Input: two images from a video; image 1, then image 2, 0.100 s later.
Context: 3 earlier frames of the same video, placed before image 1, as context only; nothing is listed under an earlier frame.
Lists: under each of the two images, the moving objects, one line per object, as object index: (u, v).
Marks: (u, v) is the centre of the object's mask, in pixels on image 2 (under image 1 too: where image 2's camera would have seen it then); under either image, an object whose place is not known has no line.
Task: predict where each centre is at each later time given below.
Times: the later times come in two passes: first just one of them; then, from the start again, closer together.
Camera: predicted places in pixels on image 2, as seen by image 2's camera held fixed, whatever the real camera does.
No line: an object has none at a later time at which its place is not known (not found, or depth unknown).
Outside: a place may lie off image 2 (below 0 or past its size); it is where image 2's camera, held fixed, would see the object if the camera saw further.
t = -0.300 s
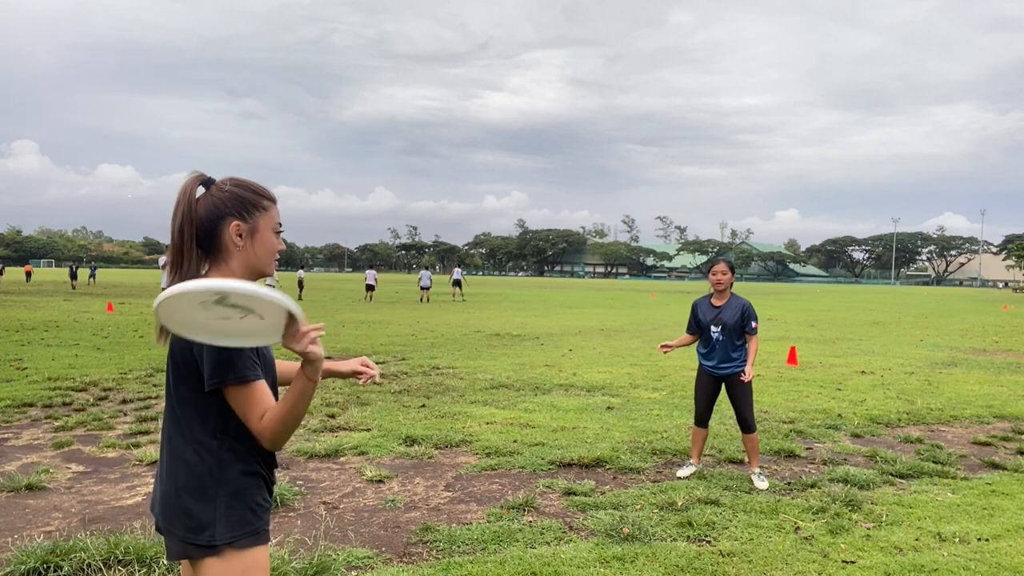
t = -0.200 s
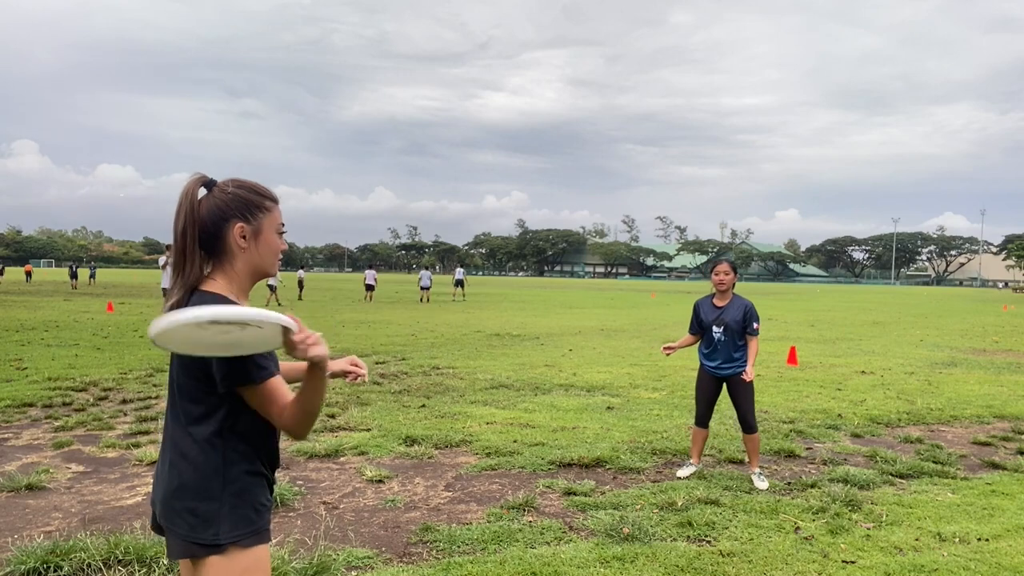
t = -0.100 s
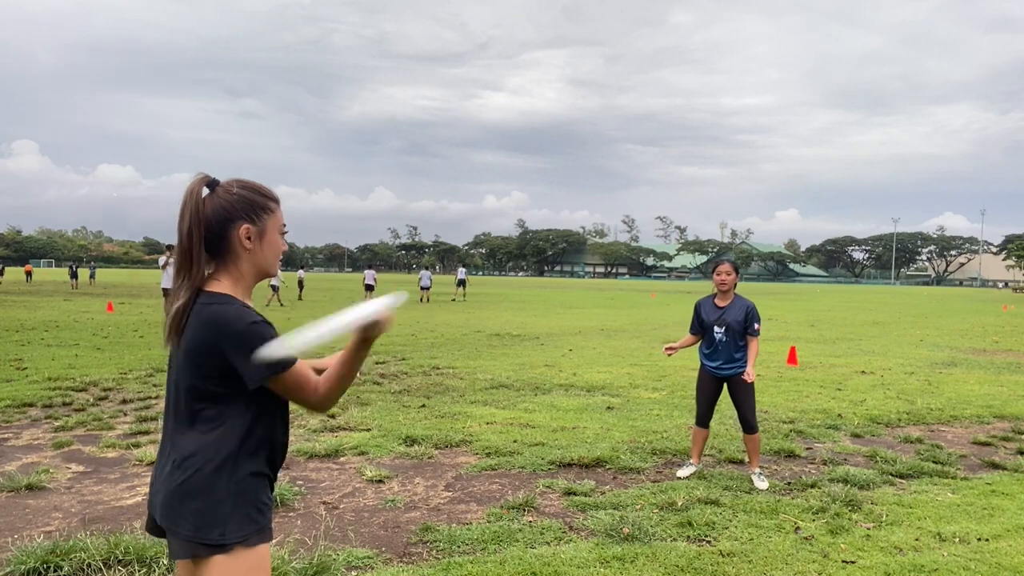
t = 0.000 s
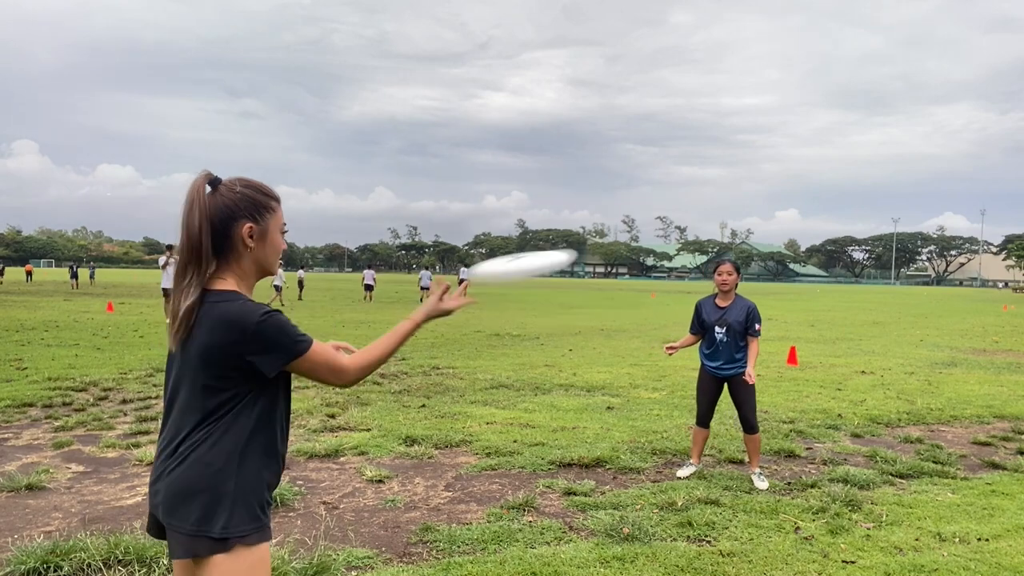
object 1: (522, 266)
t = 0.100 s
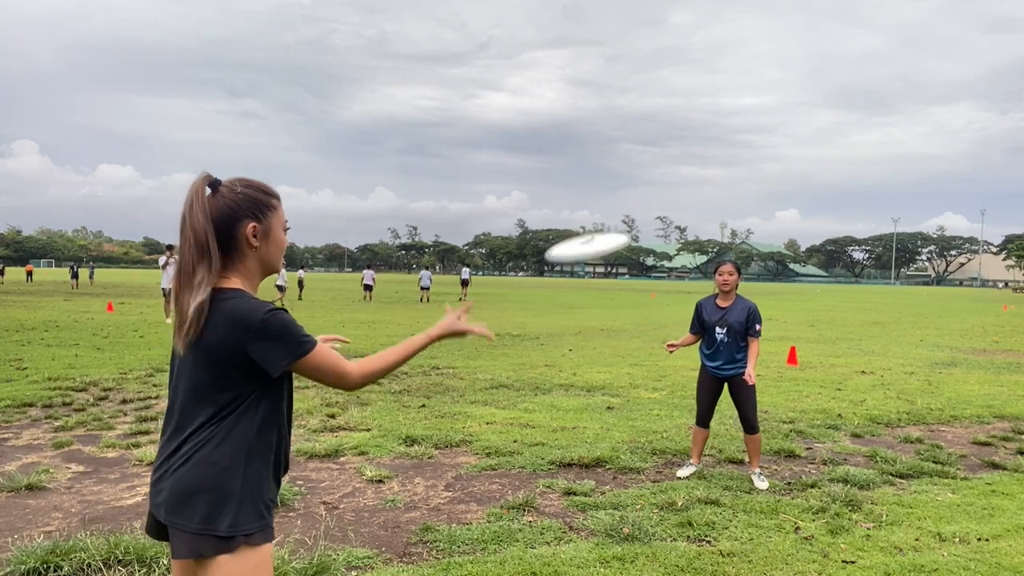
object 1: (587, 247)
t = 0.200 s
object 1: (627, 251)
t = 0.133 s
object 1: (600, 246)
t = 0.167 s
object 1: (618, 248)
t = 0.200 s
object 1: (627, 251)
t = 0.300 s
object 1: (651, 266)
